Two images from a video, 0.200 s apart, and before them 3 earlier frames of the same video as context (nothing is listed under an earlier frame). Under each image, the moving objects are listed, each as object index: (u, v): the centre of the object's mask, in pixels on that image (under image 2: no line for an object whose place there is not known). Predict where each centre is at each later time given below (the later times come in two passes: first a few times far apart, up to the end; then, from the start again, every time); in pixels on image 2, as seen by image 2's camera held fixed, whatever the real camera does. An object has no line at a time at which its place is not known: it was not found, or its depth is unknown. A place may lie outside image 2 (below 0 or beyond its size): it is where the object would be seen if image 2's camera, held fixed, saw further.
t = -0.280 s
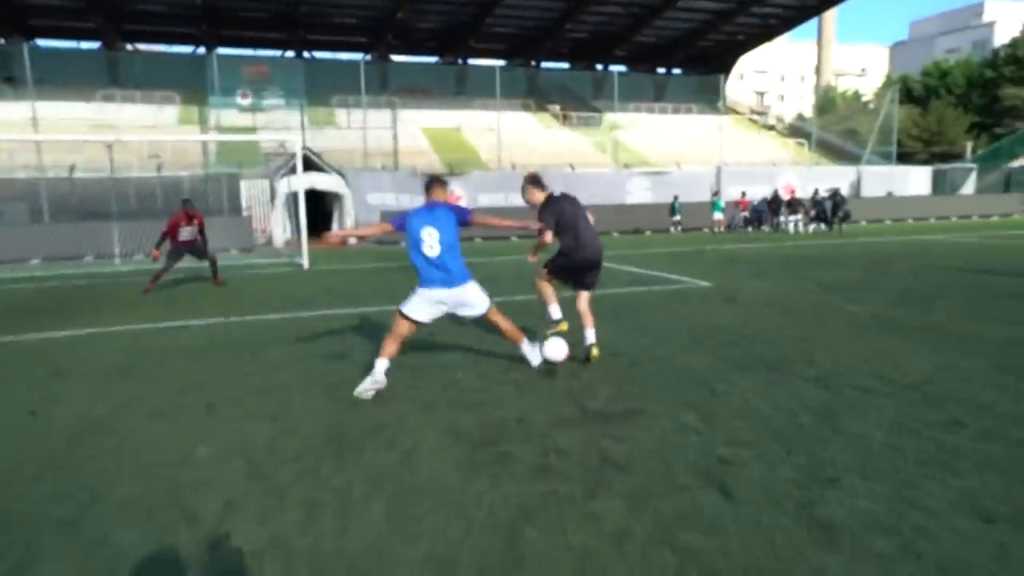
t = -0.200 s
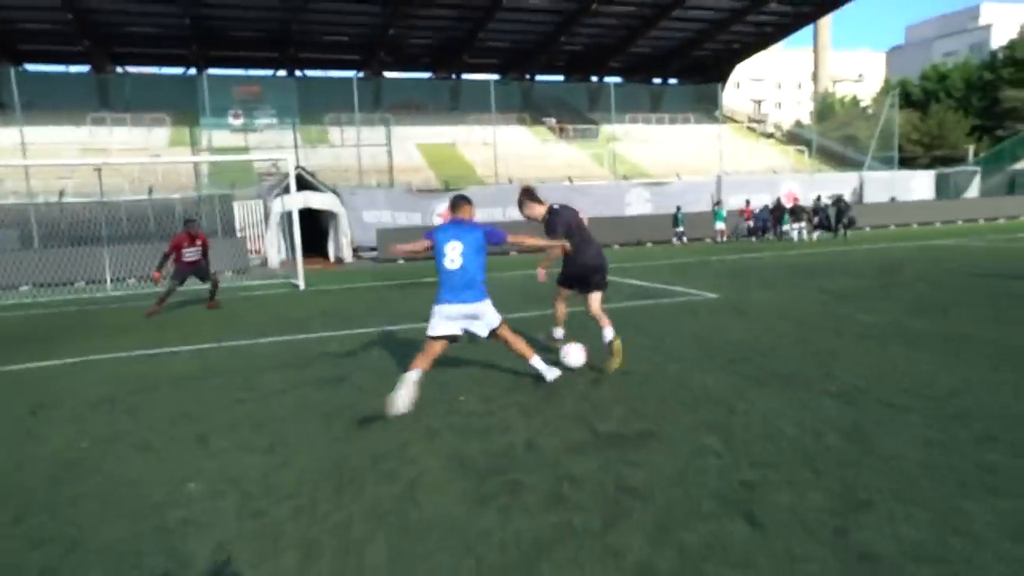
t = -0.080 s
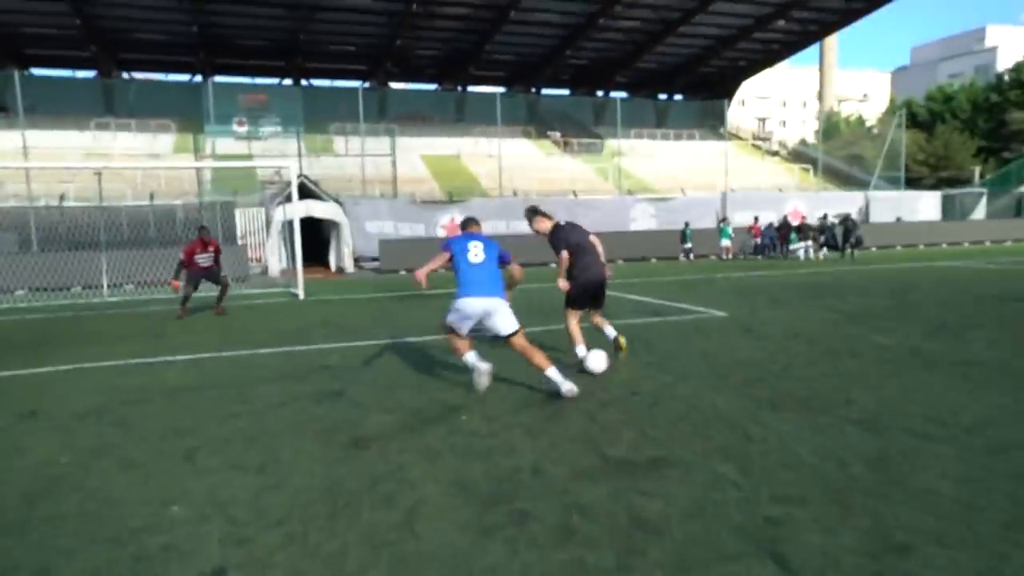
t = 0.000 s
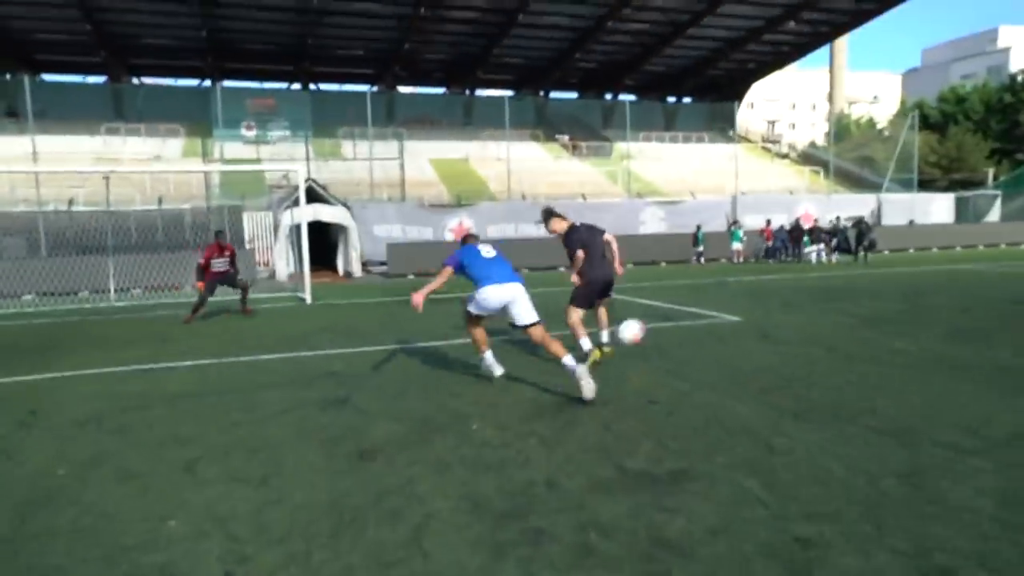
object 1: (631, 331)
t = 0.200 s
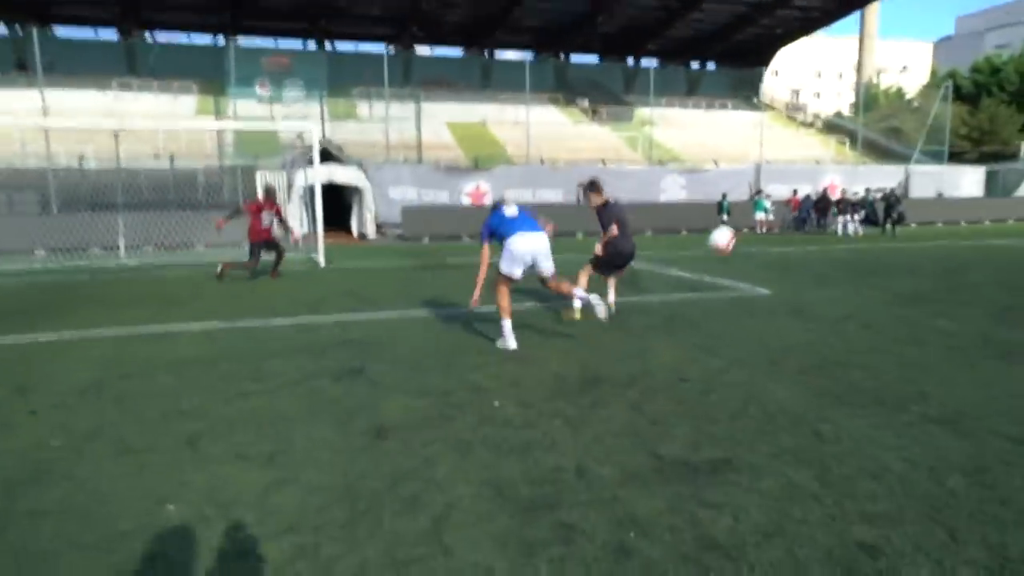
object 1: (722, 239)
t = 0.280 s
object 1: (748, 230)
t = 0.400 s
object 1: (787, 227)
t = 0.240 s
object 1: (736, 234)
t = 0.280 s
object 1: (748, 230)
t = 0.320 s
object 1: (762, 227)
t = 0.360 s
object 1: (775, 226)
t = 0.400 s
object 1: (787, 227)
